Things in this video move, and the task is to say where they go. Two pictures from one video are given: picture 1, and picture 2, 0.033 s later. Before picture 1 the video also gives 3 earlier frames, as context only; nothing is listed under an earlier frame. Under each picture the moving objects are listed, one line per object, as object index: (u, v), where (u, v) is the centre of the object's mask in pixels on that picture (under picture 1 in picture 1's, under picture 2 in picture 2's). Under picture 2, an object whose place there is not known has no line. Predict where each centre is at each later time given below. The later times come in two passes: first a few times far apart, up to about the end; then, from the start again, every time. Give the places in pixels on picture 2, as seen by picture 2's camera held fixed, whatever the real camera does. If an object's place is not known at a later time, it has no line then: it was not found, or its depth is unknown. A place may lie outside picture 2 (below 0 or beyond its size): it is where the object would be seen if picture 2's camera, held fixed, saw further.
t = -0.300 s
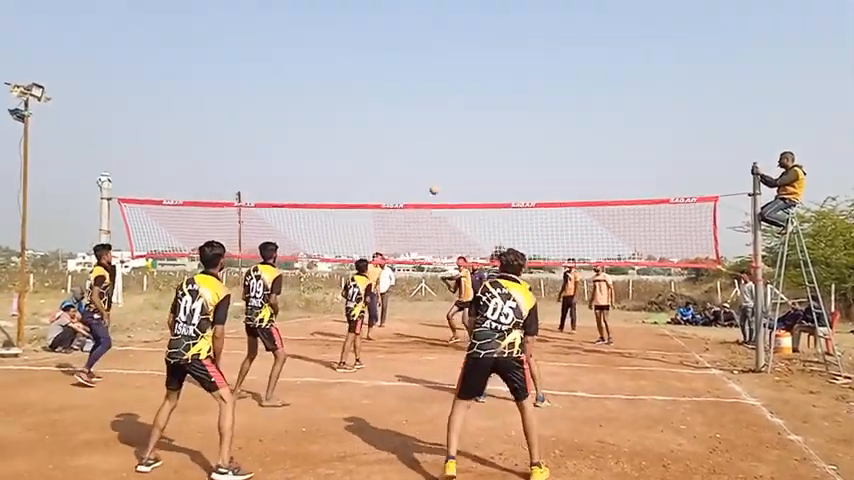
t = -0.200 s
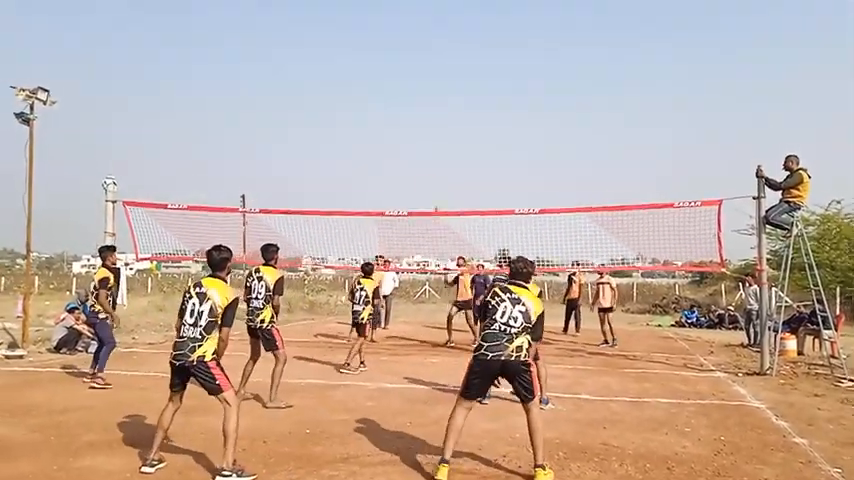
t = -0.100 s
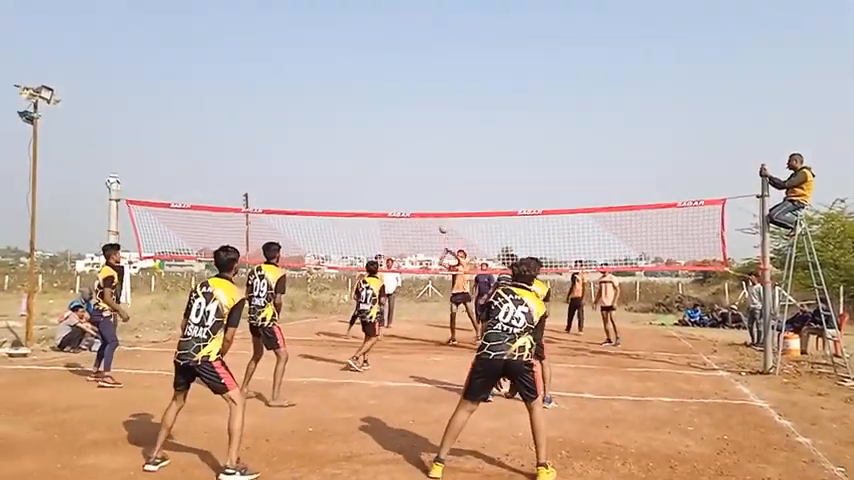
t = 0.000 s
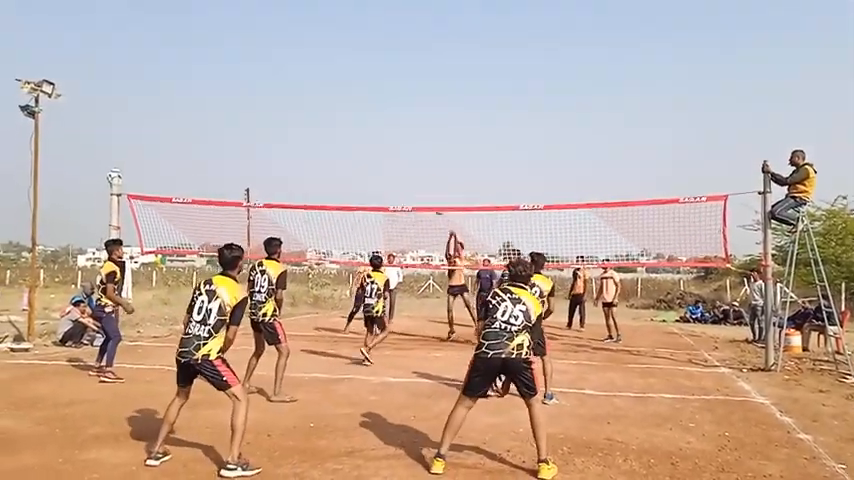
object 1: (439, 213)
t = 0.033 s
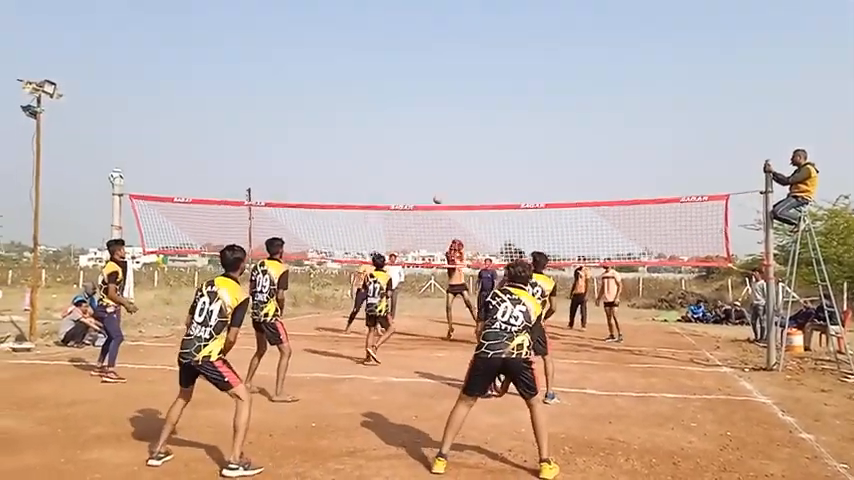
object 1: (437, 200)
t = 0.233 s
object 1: (416, 140)
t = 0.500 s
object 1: (373, 82)
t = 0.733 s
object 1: (313, 66)
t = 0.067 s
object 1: (434, 189)
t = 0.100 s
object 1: (431, 180)
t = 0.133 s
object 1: (427, 170)
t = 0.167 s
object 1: (424, 160)
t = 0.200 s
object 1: (420, 150)
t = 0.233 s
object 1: (416, 140)
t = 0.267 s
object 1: (411, 132)
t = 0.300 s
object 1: (406, 124)
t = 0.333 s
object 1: (402, 114)
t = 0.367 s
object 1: (397, 107)
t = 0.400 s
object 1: (392, 100)
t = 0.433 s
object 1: (385, 94)
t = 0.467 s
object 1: (380, 87)
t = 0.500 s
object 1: (373, 82)
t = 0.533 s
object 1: (366, 77)
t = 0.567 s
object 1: (359, 73)
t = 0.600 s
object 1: (351, 69)
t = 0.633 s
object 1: (342, 67)
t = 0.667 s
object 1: (333, 66)
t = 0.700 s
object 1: (323, 65)
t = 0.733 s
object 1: (313, 66)
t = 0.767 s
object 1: (301, 69)
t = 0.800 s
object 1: (289, 74)
